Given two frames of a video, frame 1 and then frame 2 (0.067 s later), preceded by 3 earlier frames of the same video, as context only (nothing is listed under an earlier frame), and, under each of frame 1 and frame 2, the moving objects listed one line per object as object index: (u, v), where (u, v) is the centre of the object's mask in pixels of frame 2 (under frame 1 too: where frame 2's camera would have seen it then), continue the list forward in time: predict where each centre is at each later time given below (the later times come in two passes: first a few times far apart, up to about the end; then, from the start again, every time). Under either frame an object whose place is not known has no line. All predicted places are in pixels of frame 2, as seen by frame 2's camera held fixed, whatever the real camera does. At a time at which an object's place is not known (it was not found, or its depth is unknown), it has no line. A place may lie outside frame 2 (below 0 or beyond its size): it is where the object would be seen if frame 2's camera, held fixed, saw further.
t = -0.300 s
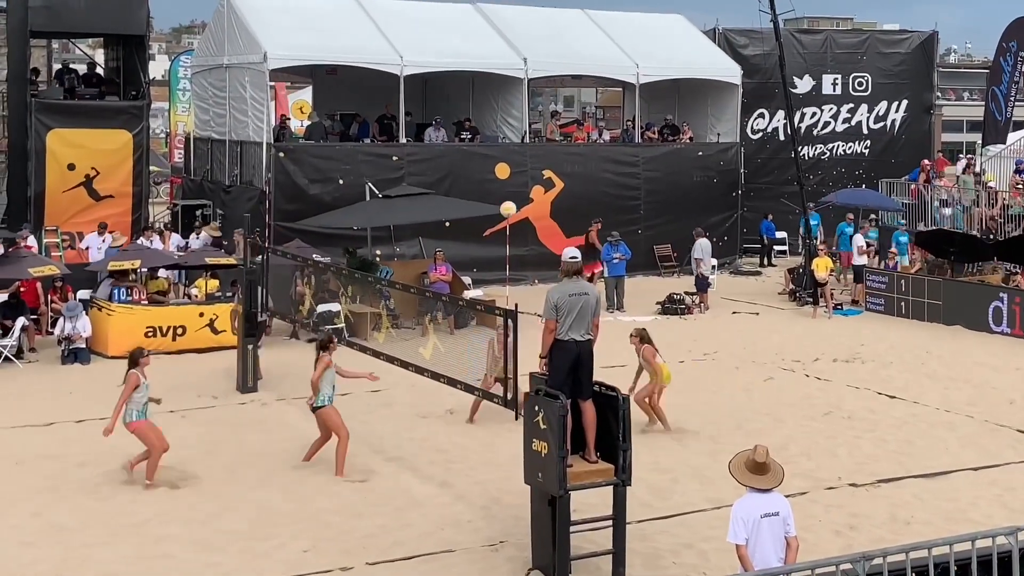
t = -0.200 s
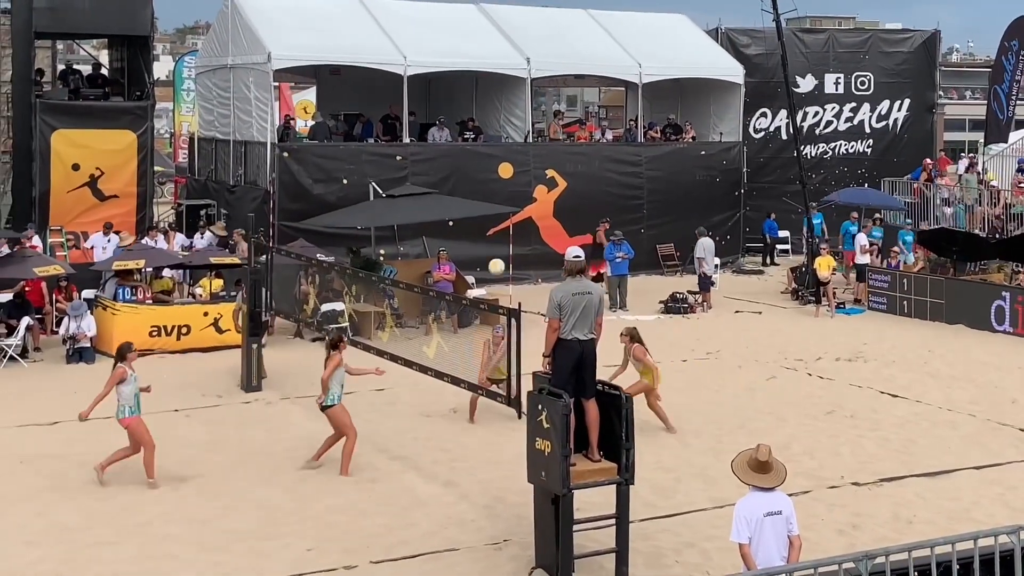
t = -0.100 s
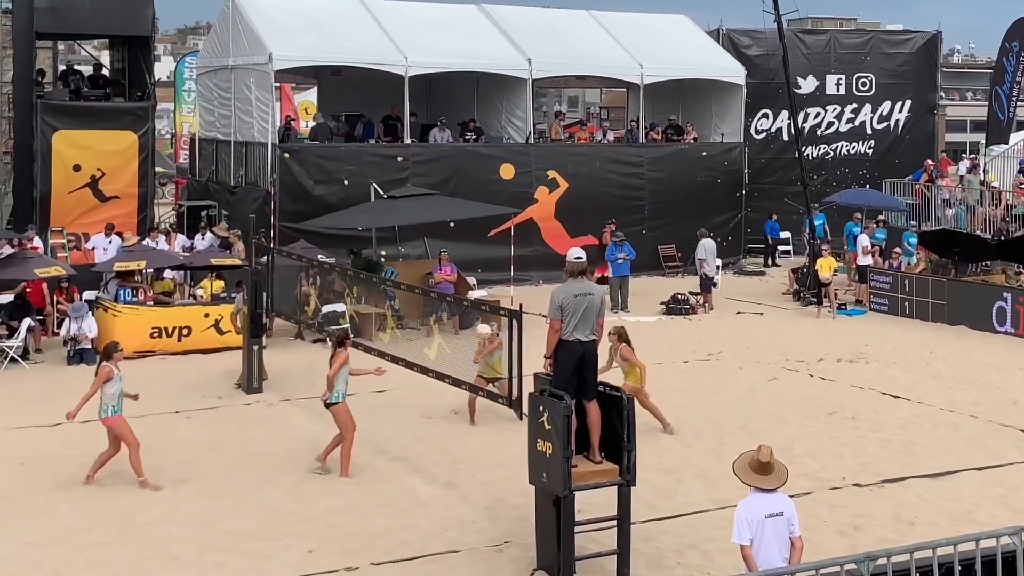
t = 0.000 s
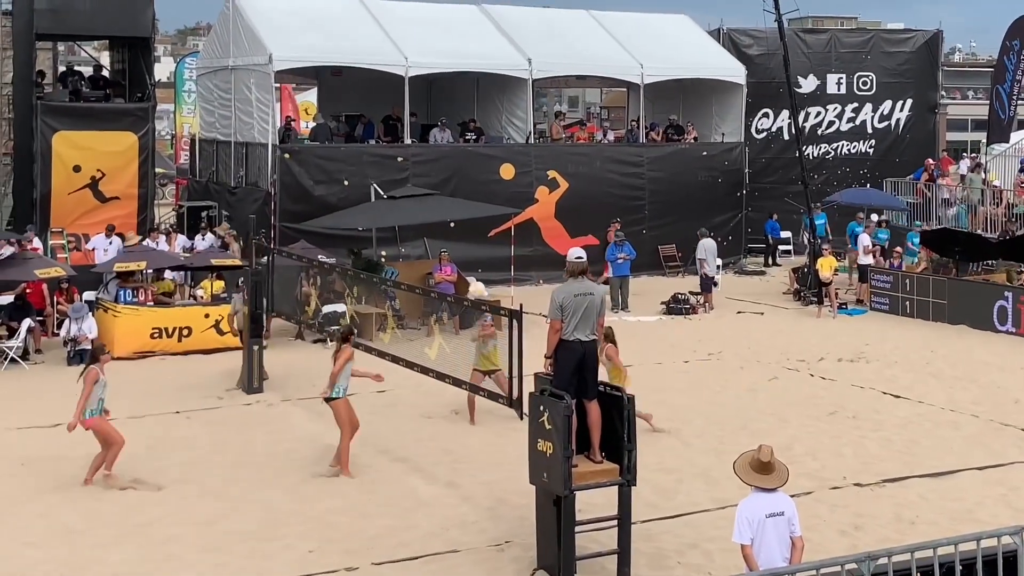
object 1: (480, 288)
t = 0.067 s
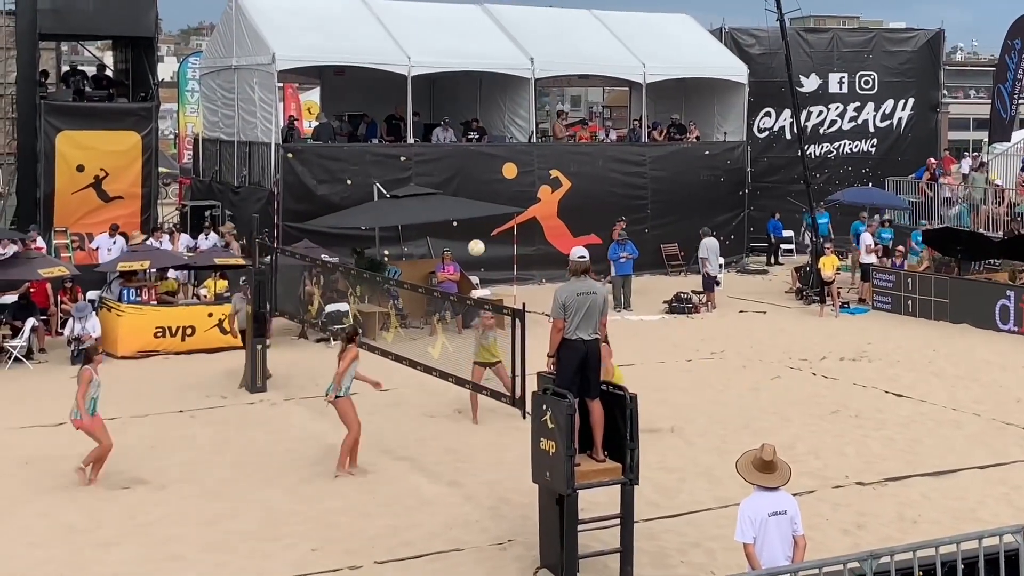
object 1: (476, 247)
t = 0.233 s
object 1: (467, 160)
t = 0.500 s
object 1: (452, 64)
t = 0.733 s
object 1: (438, 23)
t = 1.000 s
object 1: (420, 28)
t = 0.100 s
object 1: (474, 229)
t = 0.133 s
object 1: (473, 210)
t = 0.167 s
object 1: (471, 193)
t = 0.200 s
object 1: (469, 176)
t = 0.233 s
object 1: (467, 160)
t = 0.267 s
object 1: (465, 145)
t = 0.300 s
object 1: (463, 131)
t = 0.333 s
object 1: (462, 117)
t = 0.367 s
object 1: (460, 105)
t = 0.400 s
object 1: (458, 93)
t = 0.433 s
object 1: (456, 82)
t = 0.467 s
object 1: (454, 73)
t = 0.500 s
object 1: (452, 64)
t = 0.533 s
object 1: (450, 55)
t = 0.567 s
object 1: (448, 48)
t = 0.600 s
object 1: (446, 41)
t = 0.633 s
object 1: (444, 35)
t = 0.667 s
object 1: (441, 30)
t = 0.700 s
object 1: (439, 26)
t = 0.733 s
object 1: (438, 23)
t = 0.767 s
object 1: (435, 21)
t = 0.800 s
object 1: (433, 19)
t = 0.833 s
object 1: (431, 18)
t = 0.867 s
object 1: (429, 19)
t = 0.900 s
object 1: (427, 20)
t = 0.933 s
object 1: (425, 22)
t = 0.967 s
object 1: (422, 25)
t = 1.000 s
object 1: (420, 28)
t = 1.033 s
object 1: (418, 33)
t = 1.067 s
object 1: (416, 39)
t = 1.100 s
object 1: (413, 46)
